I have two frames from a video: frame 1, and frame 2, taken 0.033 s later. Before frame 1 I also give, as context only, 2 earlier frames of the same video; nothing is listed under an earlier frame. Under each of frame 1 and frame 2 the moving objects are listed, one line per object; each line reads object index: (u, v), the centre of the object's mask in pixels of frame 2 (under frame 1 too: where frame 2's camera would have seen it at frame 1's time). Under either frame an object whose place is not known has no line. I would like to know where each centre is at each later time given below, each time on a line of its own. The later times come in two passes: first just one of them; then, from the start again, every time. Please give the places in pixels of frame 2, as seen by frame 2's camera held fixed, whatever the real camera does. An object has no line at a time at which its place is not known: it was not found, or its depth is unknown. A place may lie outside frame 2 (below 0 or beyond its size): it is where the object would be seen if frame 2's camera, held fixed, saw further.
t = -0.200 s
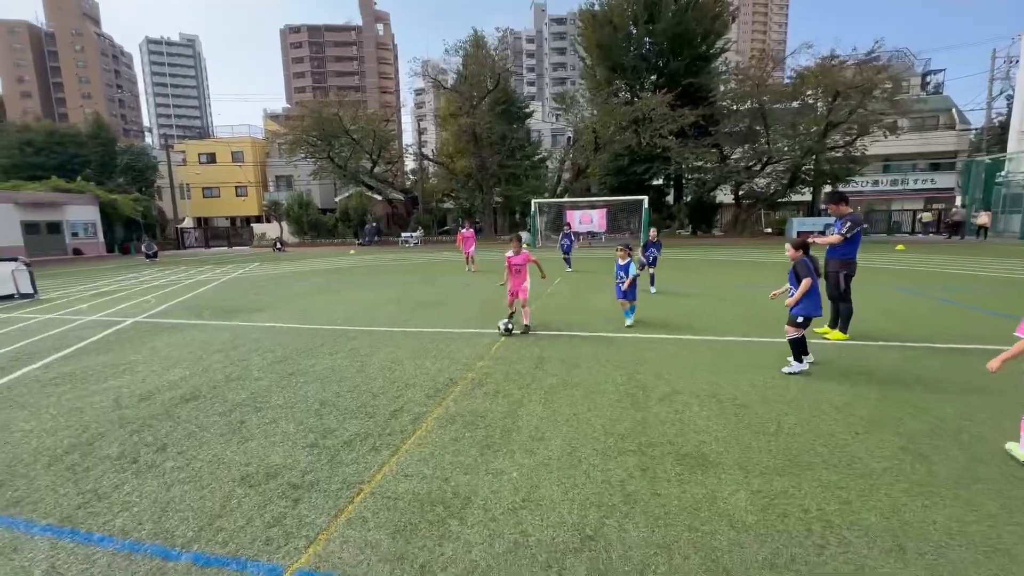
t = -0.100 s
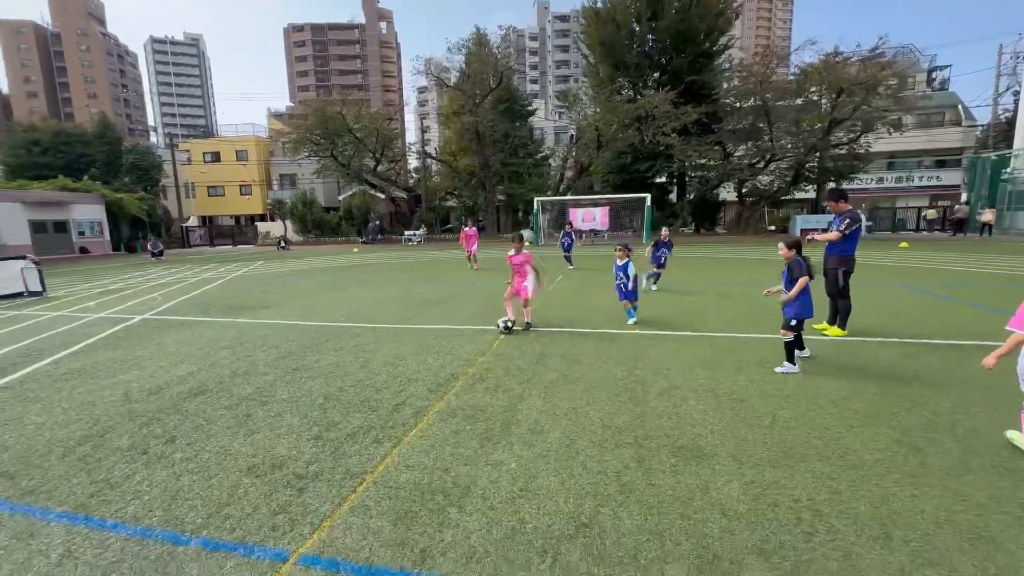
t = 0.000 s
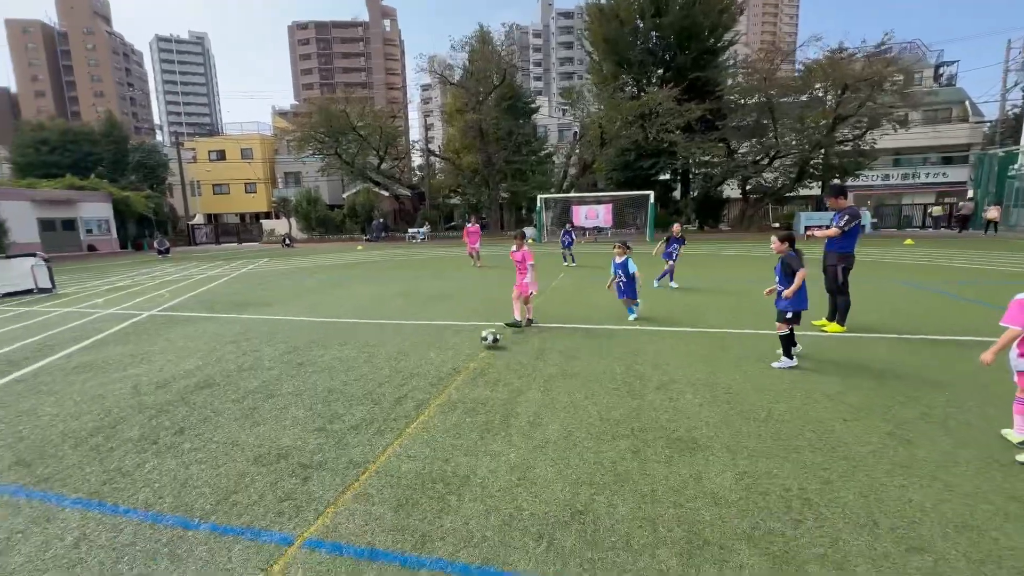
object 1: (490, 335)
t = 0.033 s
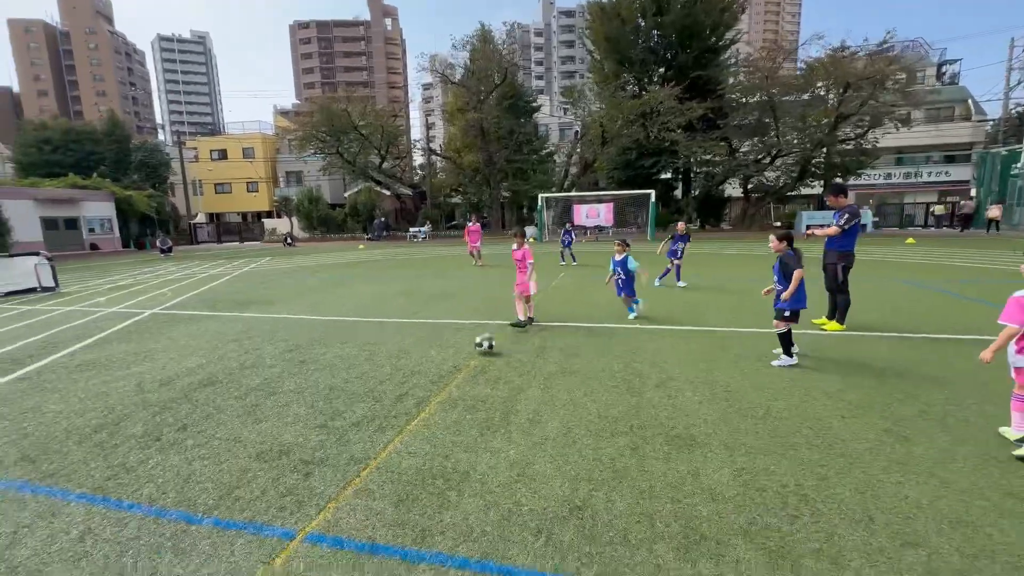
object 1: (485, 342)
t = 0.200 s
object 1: (443, 387)
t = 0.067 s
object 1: (477, 349)
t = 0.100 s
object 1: (469, 358)
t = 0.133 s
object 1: (461, 367)
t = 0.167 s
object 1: (451, 376)
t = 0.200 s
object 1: (443, 387)
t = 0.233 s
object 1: (431, 397)
